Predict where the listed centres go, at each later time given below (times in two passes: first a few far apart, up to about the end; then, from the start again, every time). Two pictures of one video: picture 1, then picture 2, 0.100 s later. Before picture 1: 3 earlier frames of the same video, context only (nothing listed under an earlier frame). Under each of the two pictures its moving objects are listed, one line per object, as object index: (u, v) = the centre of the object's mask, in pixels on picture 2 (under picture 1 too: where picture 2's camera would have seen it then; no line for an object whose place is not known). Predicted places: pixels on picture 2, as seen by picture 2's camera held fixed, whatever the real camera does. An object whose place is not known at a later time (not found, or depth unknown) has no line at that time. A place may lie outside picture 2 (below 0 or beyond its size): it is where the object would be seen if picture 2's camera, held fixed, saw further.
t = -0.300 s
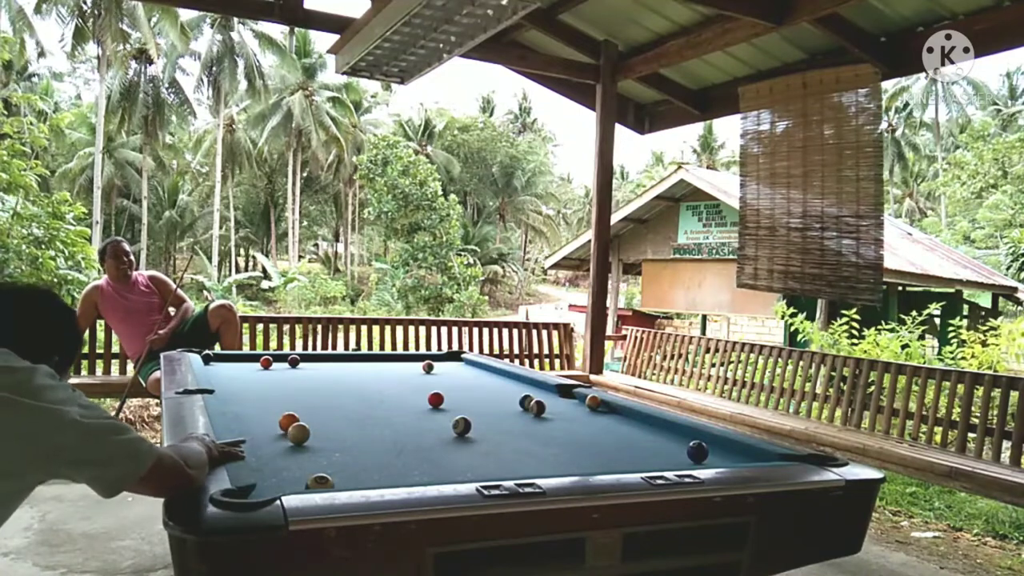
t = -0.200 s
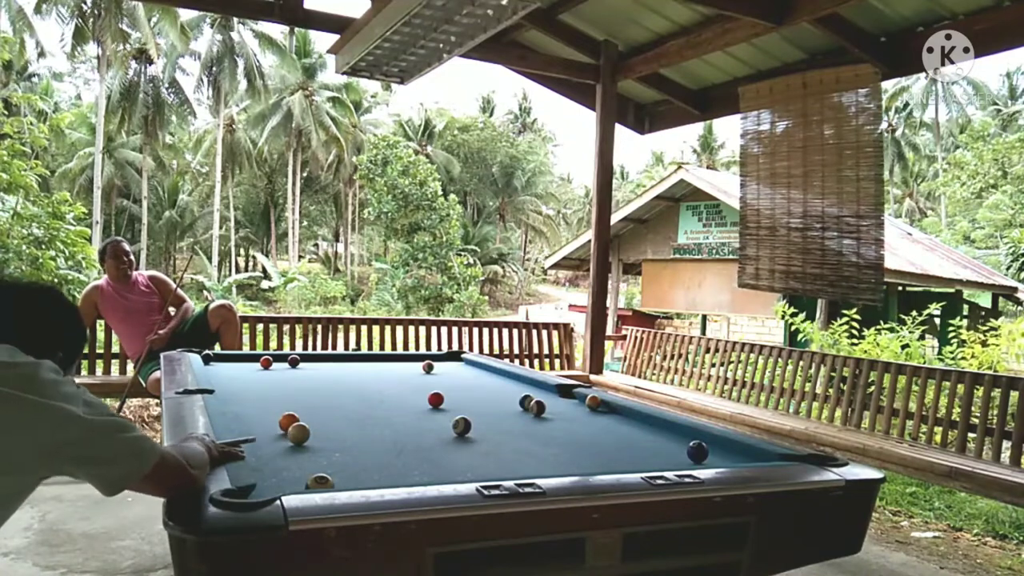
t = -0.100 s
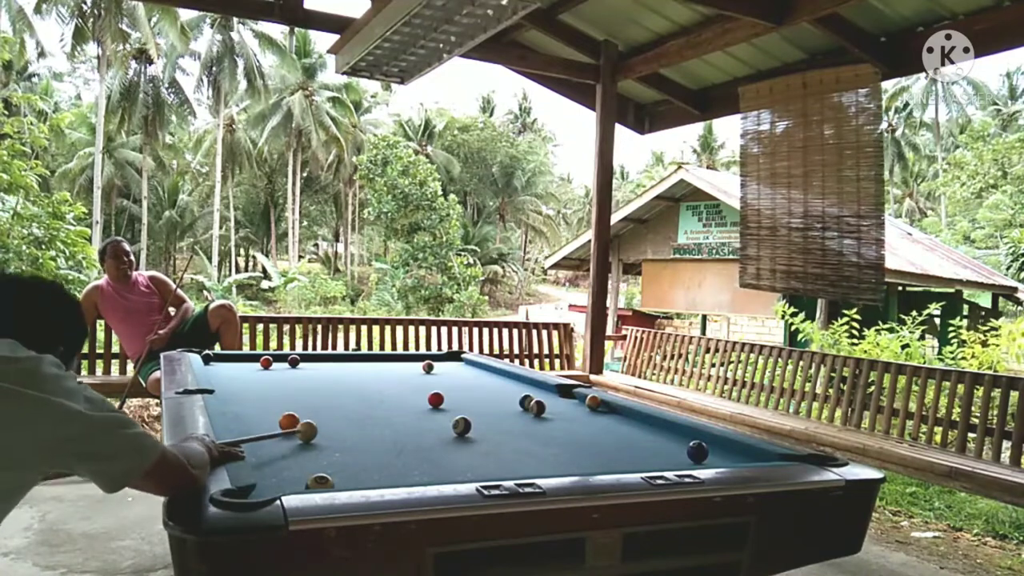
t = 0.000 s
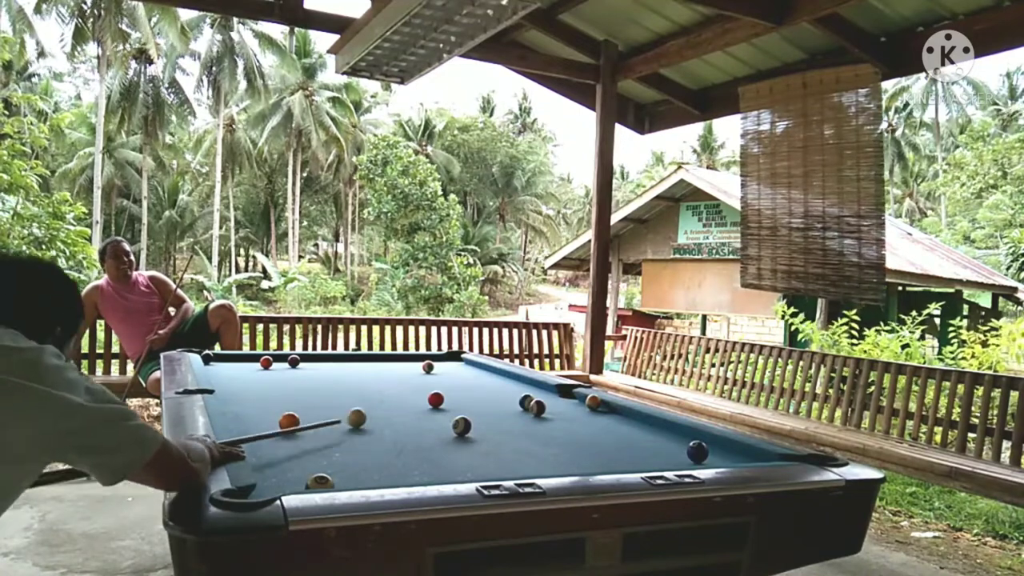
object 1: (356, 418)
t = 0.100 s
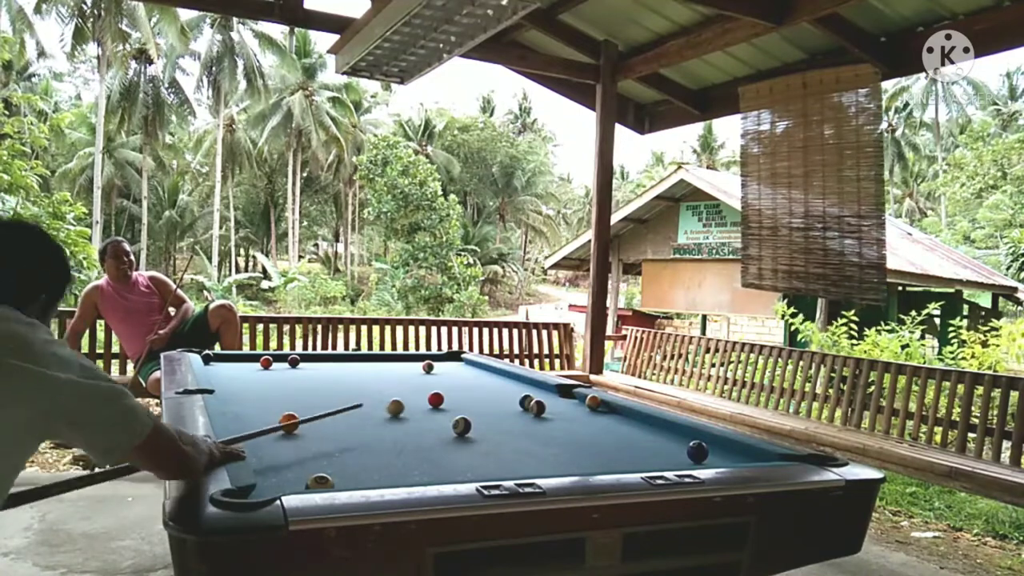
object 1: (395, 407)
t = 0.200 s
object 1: (419, 399)
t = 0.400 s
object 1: (408, 388)
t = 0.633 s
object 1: (404, 378)
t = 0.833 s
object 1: (401, 370)
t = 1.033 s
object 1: (398, 363)
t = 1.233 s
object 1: (396, 358)
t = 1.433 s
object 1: (404, 358)
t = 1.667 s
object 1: (420, 361)
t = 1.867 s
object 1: (438, 366)
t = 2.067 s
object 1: (453, 370)
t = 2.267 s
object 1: (469, 374)
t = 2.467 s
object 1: (486, 377)
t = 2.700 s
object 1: (505, 382)
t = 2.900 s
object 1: (523, 386)
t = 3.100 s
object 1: (541, 390)
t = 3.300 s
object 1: (559, 394)
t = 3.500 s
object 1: (578, 399)
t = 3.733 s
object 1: (583, 401)
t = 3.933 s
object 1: (584, 402)
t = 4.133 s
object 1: (586, 403)
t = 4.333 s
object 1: (587, 403)
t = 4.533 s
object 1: (587, 404)
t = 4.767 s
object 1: (588, 405)
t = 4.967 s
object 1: (588, 405)
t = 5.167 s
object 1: (587, 405)
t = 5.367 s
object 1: (586, 405)
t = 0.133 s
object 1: (406, 404)
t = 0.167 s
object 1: (417, 401)
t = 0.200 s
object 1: (419, 399)
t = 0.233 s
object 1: (415, 397)
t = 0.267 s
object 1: (412, 395)
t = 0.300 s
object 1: (410, 394)
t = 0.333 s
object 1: (410, 392)
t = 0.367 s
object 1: (409, 390)
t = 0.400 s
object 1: (408, 388)
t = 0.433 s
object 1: (408, 387)
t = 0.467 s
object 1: (407, 385)
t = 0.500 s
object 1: (406, 384)
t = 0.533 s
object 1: (406, 382)
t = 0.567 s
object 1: (405, 381)
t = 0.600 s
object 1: (405, 379)
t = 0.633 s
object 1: (404, 378)
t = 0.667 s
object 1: (404, 377)
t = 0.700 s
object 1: (403, 375)
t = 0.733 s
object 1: (403, 374)
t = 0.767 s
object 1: (402, 373)
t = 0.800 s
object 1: (402, 372)
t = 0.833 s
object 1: (401, 370)
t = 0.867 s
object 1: (401, 369)
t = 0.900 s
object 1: (400, 368)
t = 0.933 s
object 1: (400, 367)
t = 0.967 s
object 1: (399, 365)
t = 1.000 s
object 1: (399, 364)
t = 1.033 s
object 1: (398, 363)
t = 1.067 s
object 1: (398, 362)
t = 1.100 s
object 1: (398, 361)
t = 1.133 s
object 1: (397, 360)
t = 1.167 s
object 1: (396, 360)
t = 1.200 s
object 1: (396, 359)
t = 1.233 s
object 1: (396, 358)
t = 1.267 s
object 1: (396, 357)
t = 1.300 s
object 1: (395, 356)
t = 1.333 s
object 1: (397, 356)
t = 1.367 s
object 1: (400, 357)
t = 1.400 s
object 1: (402, 358)
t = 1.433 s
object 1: (404, 358)
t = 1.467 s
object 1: (407, 359)
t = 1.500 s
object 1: (409, 359)
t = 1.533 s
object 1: (412, 360)
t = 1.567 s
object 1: (414, 360)
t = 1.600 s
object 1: (416, 361)
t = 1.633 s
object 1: (419, 361)
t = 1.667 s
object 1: (420, 361)
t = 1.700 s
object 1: (423, 361)
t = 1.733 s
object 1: (426, 359)
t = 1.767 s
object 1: (431, 360)
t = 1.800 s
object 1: (434, 363)
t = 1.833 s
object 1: (436, 365)
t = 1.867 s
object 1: (438, 366)
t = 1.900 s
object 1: (440, 366)
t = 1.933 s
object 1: (442, 367)
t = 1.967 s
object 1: (445, 368)
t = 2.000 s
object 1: (448, 368)
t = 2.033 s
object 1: (450, 369)
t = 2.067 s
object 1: (453, 370)
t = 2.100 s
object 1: (456, 371)
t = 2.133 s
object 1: (459, 371)
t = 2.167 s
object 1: (461, 372)
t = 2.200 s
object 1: (464, 372)
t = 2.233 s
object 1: (467, 373)
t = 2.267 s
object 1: (469, 374)
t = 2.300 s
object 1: (472, 374)
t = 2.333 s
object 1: (475, 375)
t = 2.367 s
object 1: (478, 375)
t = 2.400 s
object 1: (480, 376)
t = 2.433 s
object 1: (483, 377)
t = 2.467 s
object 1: (486, 377)
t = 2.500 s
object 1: (488, 378)
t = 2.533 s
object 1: (491, 378)
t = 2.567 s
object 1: (494, 379)
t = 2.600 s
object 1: (497, 380)
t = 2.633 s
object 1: (500, 381)
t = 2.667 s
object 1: (503, 381)
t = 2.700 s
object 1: (505, 382)
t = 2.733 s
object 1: (508, 382)
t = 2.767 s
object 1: (511, 383)
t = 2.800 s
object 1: (514, 384)
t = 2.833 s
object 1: (517, 385)
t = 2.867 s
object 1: (520, 385)
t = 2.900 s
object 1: (523, 386)
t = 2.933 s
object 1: (526, 386)
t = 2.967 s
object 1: (529, 387)
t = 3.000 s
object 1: (532, 387)
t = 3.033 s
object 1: (535, 388)
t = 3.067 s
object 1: (538, 389)
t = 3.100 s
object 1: (541, 390)
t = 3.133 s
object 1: (544, 391)
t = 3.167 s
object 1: (547, 391)
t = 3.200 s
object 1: (550, 392)
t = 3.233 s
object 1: (553, 393)
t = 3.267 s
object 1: (556, 394)
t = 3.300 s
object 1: (559, 394)
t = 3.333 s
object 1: (562, 395)
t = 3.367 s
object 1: (566, 396)
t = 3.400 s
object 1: (569, 397)
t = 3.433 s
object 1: (571, 398)
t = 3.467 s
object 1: (575, 398)
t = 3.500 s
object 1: (578, 399)
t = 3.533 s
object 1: (580, 400)
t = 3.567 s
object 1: (581, 400)
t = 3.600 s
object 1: (581, 400)
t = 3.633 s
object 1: (582, 401)
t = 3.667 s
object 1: (582, 401)
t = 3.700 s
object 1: (582, 401)
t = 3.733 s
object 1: (583, 401)
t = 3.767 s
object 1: (583, 401)
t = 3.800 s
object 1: (583, 401)
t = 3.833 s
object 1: (584, 401)
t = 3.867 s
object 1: (584, 401)
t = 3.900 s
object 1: (584, 402)
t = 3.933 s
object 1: (584, 402)
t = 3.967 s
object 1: (584, 402)
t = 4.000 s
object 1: (585, 402)
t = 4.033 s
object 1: (585, 402)
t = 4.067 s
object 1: (585, 402)
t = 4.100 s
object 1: (586, 403)
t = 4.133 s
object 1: (586, 403)
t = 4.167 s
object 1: (586, 403)
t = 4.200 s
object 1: (586, 403)
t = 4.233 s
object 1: (586, 403)
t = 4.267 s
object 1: (586, 403)
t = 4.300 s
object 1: (586, 404)
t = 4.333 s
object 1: (587, 403)
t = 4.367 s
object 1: (587, 403)
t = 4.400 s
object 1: (587, 404)
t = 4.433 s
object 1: (587, 404)
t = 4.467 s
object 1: (587, 404)
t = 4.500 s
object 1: (587, 404)
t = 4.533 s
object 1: (587, 404)
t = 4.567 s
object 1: (587, 404)
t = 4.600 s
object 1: (587, 404)
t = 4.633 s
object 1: (588, 404)
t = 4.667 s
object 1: (588, 405)
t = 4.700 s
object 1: (588, 404)
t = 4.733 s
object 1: (588, 405)
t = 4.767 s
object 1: (588, 405)
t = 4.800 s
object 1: (588, 405)
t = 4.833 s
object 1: (588, 405)
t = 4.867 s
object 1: (588, 405)
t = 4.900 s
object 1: (588, 405)
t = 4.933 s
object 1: (588, 405)
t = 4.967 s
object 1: (588, 405)
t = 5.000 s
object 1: (587, 405)
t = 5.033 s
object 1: (587, 405)
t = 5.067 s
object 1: (587, 405)
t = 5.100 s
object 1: (587, 405)
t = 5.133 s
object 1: (587, 405)
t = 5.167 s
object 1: (587, 405)
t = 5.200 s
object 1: (587, 405)
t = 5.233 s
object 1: (587, 405)
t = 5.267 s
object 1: (587, 405)
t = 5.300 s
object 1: (587, 405)
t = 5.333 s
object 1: (586, 405)
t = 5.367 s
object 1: (586, 405)
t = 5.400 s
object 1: (587, 405)
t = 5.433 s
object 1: (586, 405)
